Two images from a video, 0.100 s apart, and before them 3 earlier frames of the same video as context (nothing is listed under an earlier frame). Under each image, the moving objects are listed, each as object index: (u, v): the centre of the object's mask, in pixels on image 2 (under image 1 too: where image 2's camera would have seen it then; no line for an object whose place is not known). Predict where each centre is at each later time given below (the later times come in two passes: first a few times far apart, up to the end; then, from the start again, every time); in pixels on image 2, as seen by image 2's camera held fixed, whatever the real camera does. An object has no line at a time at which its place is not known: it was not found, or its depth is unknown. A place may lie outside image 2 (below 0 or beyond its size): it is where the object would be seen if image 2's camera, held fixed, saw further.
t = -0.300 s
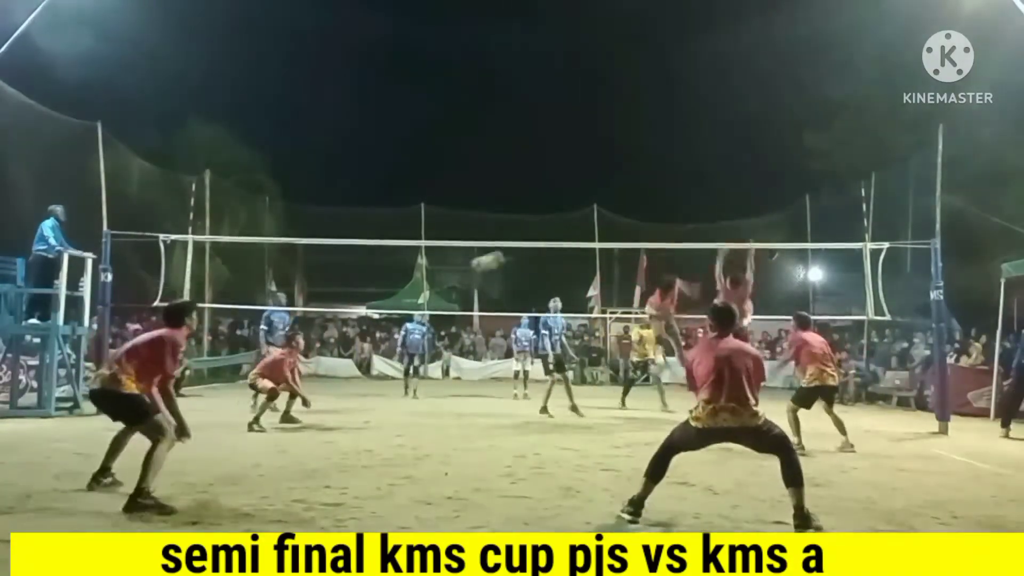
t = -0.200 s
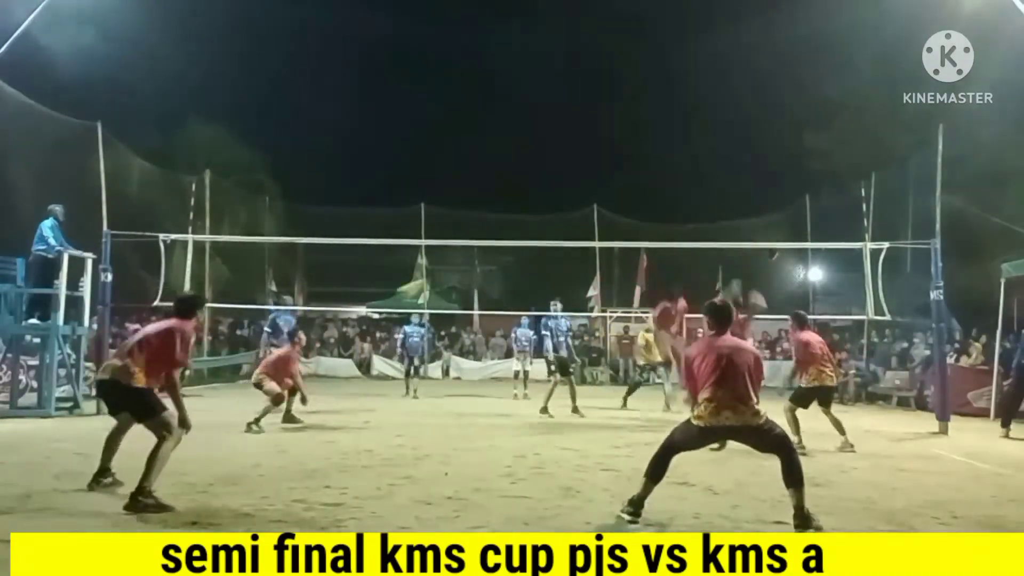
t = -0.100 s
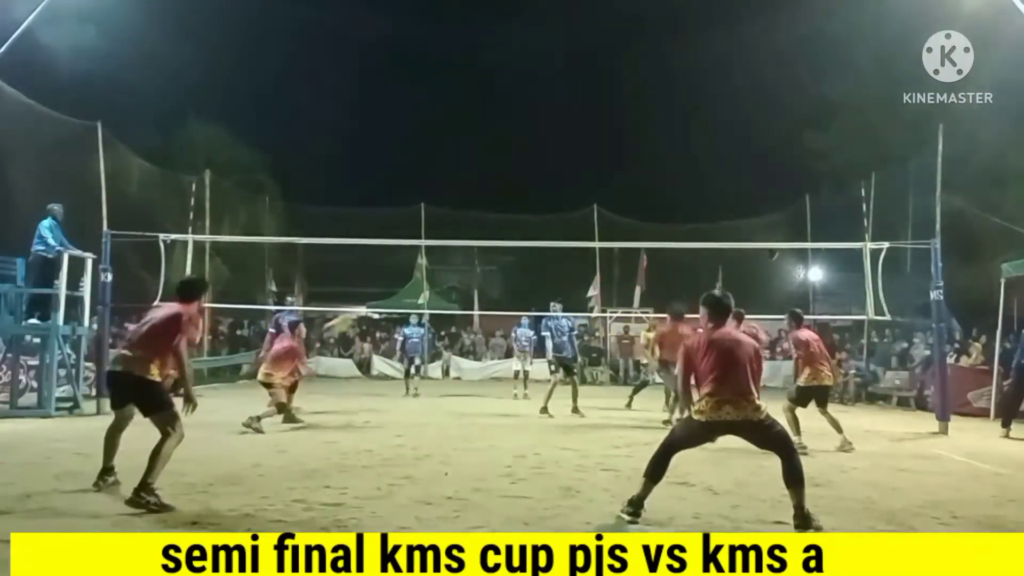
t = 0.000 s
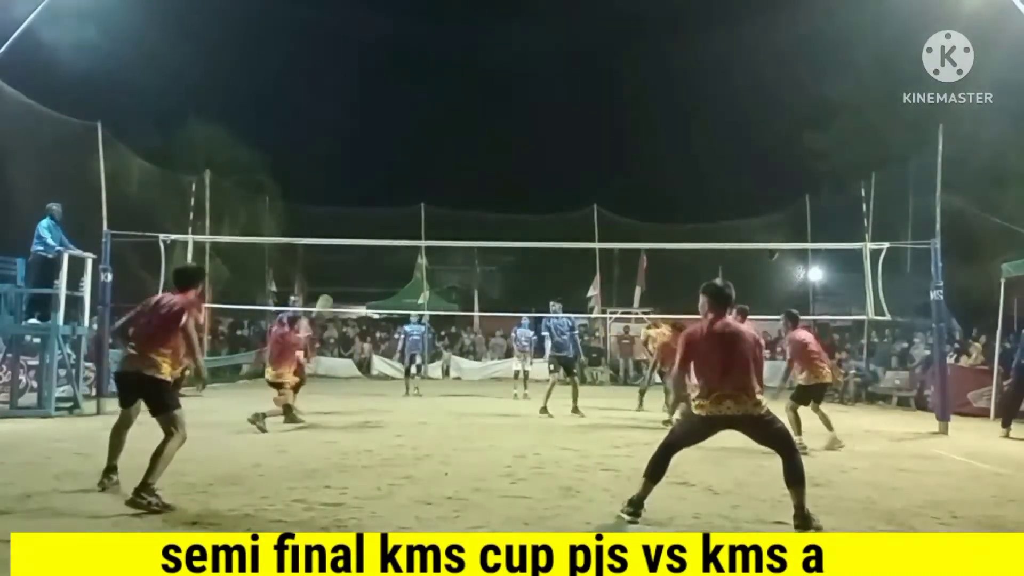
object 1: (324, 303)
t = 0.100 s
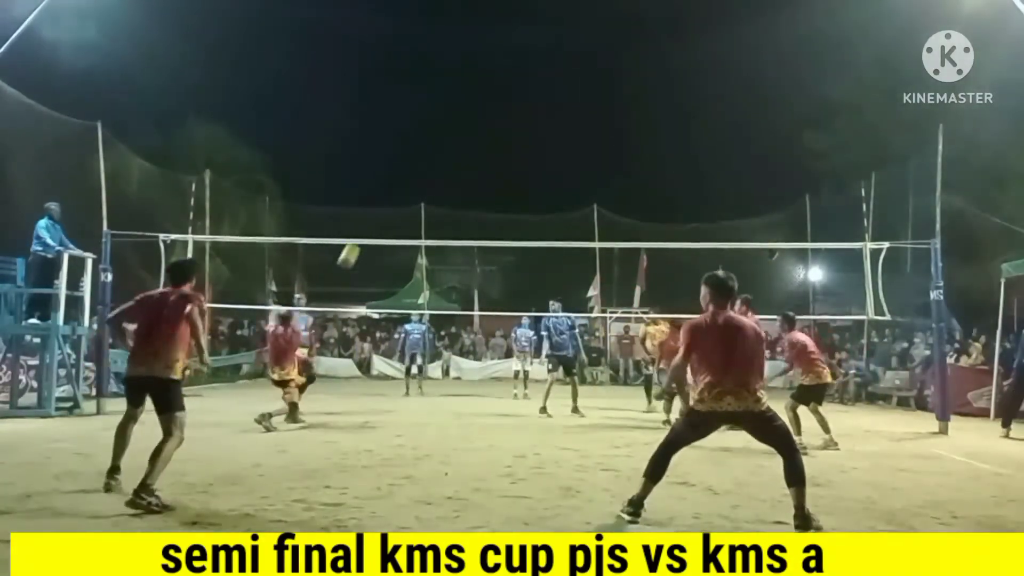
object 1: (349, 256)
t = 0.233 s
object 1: (382, 201)
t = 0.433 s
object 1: (428, 146)
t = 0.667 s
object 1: (476, 120)
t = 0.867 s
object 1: (515, 128)
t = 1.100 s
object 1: (558, 170)
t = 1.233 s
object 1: (581, 209)
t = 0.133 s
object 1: (357, 241)
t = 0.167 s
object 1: (366, 226)
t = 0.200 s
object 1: (374, 213)
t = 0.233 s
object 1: (382, 201)
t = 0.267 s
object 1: (390, 189)
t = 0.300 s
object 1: (398, 178)
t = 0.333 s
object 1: (406, 170)
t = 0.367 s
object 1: (413, 161)
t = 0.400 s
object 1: (421, 153)
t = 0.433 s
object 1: (428, 146)
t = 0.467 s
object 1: (435, 141)
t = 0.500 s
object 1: (442, 135)
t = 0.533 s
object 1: (449, 130)
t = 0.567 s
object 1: (456, 127)
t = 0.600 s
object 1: (463, 124)
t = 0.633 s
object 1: (469, 122)
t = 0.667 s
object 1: (476, 120)
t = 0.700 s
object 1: (483, 120)
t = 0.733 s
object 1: (490, 120)
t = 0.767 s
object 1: (496, 121)
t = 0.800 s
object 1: (502, 123)
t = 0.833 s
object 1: (509, 125)
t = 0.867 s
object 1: (515, 128)
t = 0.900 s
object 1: (521, 132)
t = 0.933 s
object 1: (528, 137)
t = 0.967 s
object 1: (534, 142)
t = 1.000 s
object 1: (540, 148)
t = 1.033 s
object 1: (546, 155)
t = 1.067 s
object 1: (552, 162)
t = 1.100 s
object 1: (558, 170)
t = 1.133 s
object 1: (563, 179)
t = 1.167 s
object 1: (569, 189)
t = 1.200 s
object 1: (575, 198)
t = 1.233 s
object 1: (581, 209)
